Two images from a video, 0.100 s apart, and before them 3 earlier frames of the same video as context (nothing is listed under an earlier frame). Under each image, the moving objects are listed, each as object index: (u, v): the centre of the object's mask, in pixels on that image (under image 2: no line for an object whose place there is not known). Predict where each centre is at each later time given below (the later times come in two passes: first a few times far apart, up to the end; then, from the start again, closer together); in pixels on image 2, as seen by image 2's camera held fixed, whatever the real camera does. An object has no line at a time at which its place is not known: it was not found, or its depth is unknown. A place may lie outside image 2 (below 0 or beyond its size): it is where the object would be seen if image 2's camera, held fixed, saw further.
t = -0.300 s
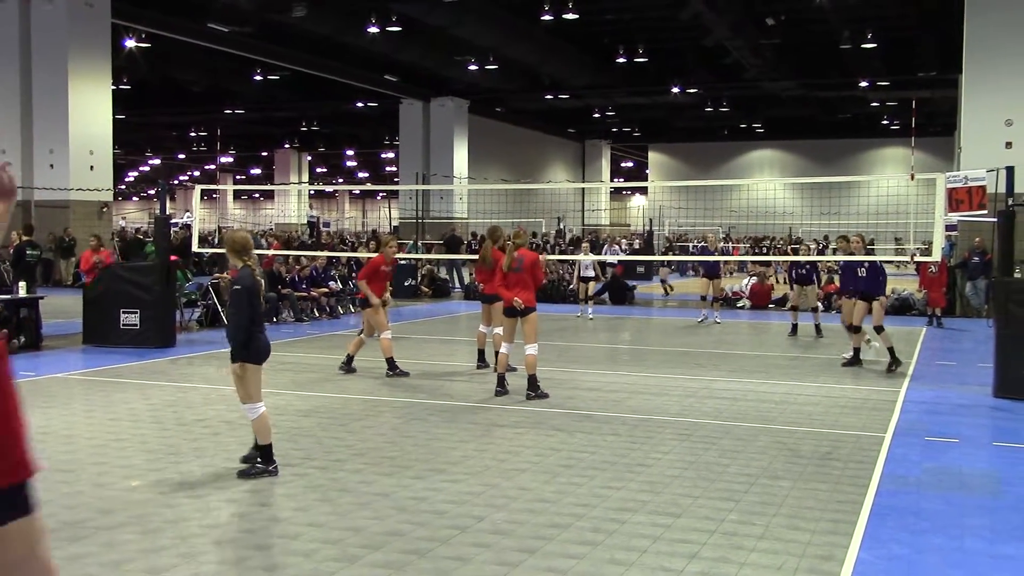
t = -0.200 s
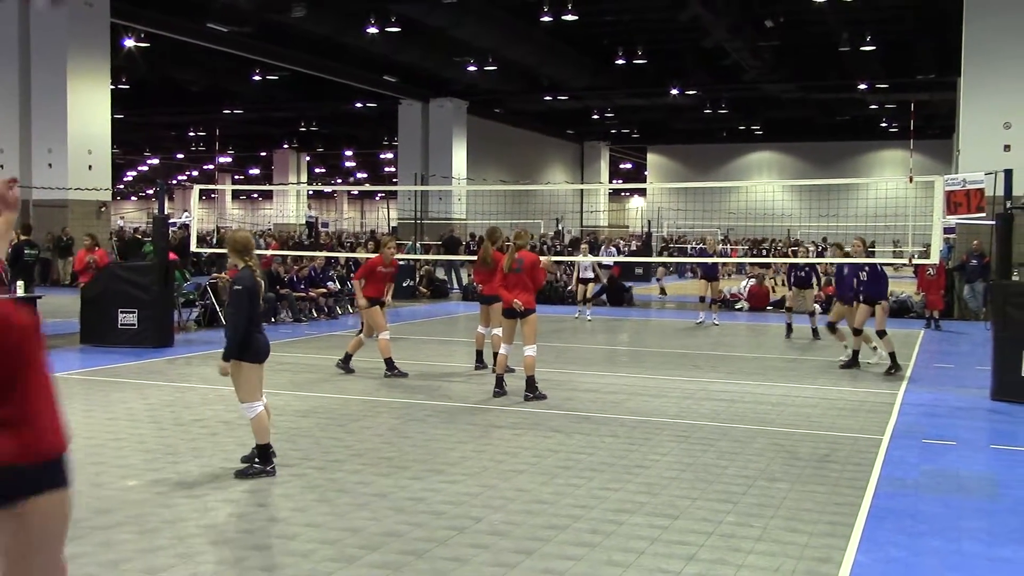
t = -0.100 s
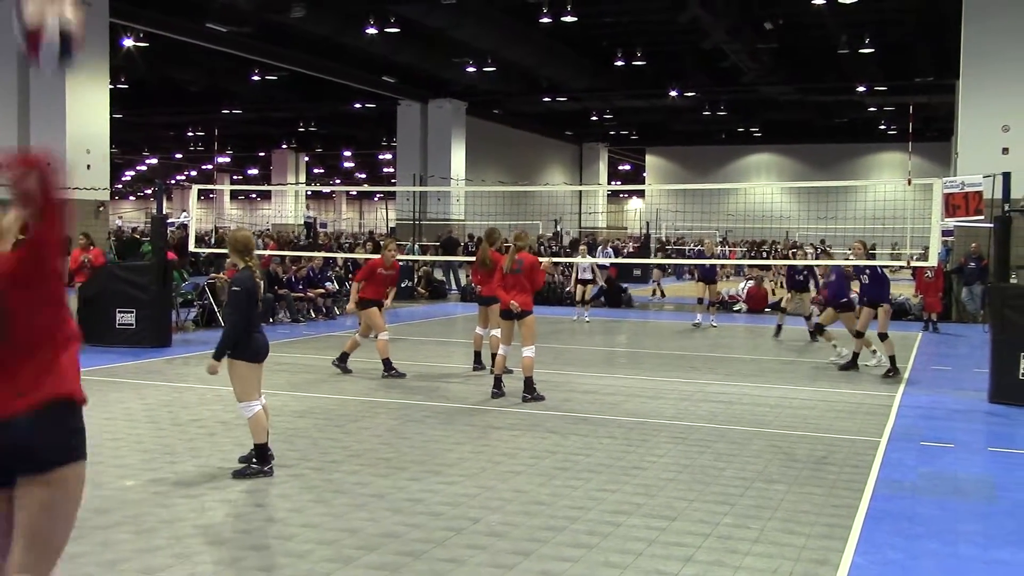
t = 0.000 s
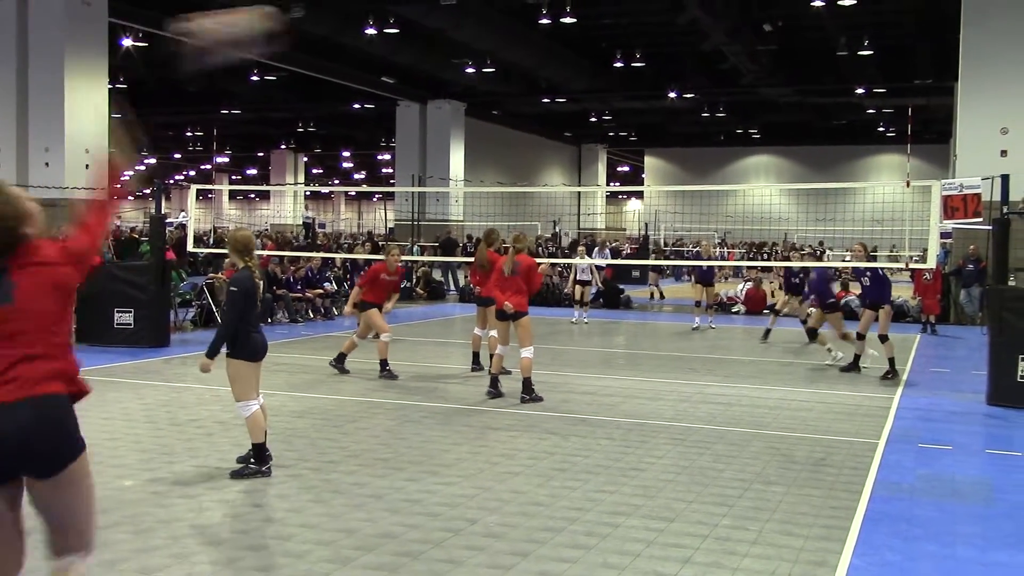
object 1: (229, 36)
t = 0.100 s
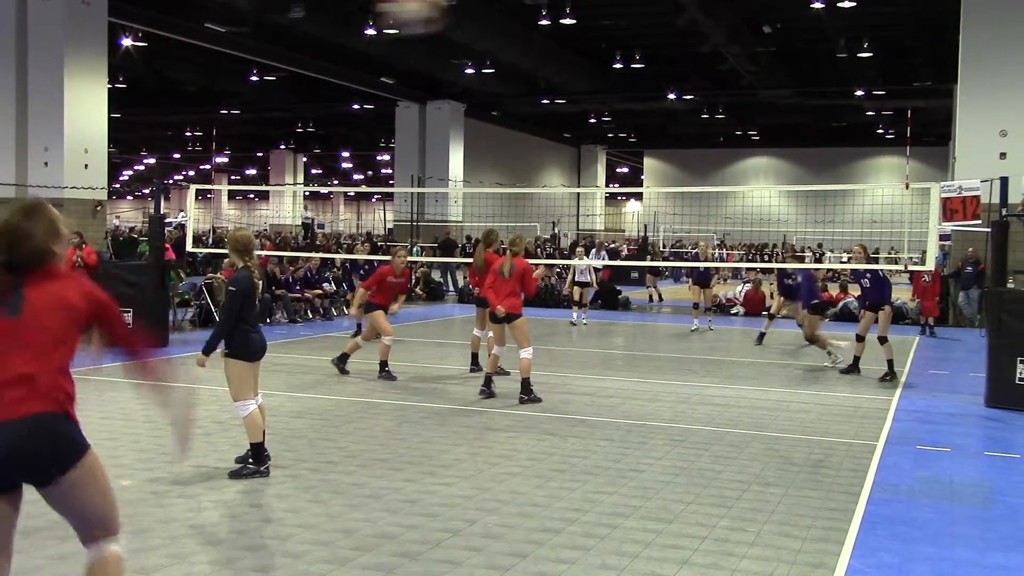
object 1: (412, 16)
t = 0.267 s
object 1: (560, 19)
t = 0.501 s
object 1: (656, 67)
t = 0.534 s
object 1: (666, 77)
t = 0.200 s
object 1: (514, 14)
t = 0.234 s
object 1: (539, 15)
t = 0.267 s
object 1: (560, 19)
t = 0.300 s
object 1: (580, 23)
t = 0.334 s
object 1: (596, 29)
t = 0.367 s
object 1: (610, 35)
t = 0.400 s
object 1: (623, 43)
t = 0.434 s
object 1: (635, 50)
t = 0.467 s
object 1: (646, 59)
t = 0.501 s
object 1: (656, 67)
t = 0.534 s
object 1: (666, 77)
